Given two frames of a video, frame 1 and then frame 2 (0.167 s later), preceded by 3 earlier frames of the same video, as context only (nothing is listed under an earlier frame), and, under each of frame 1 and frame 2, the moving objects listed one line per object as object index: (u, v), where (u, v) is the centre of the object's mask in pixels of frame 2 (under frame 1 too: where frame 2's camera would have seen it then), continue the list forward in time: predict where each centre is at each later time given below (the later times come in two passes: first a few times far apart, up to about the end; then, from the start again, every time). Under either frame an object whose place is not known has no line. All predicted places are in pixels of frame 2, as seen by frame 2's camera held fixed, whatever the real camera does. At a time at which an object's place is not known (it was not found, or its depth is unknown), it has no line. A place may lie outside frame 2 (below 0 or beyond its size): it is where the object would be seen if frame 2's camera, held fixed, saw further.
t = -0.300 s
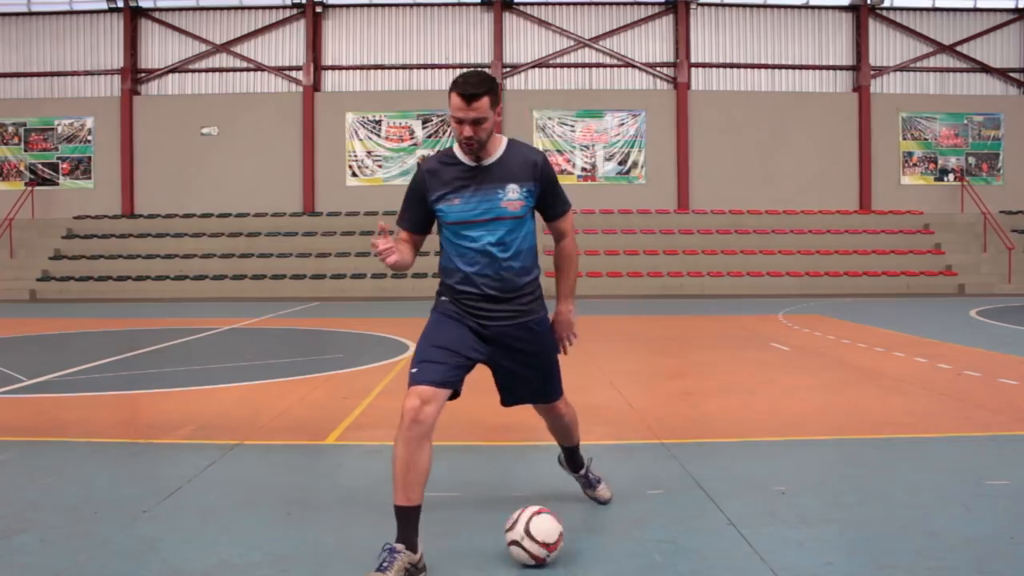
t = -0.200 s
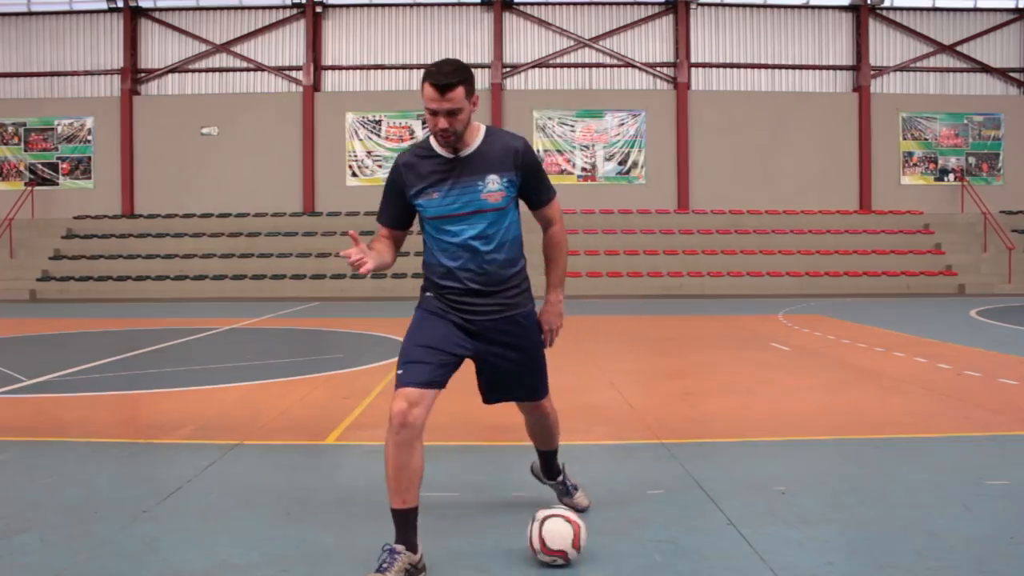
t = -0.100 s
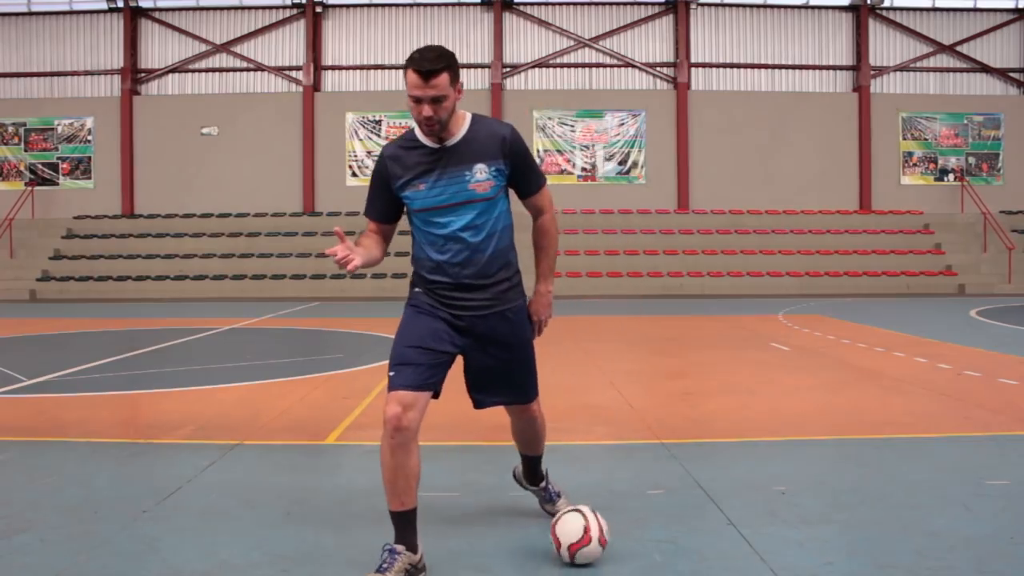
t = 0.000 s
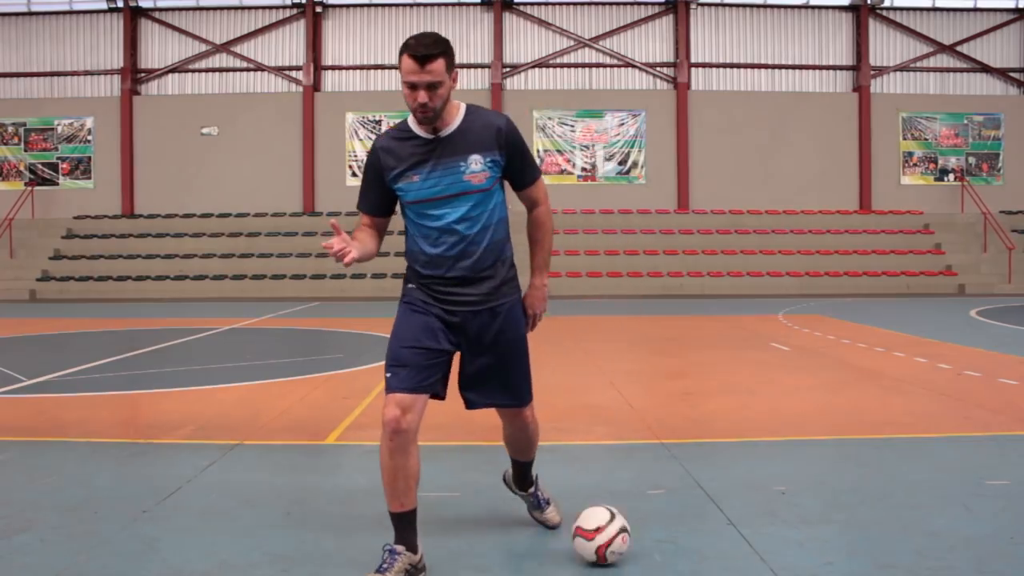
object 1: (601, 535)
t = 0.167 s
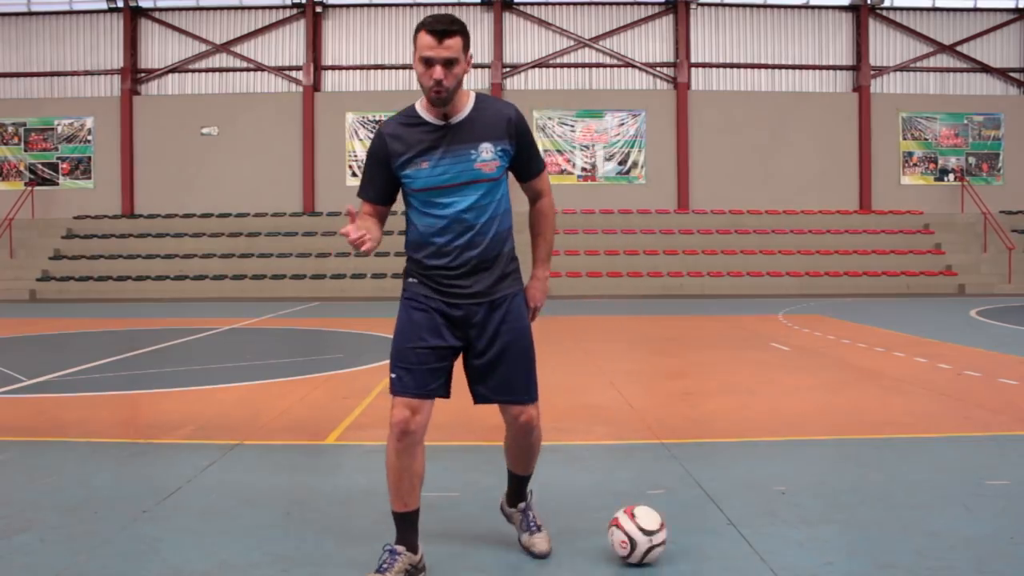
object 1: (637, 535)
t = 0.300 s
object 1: (665, 534)
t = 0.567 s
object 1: (720, 533)
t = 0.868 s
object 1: (780, 532)
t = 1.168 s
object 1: (839, 532)
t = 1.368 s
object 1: (878, 533)
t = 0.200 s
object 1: (644, 534)
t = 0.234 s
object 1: (651, 534)
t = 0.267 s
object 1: (658, 534)
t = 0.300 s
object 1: (665, 534)
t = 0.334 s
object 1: (672, 534)
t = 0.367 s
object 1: (679, 533)
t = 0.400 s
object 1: (686, 534)
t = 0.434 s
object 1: (693, 533)
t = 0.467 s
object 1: (700, 533)
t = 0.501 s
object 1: (707, 533)
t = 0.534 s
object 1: (714, 533)
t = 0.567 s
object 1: (720, 533)
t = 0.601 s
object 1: (727, 533)
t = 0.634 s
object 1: (734, 533)
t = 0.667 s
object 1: (740, 533)
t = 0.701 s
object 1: (748, 533)
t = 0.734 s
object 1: (754, 533)
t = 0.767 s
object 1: (760, 533)
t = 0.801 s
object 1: (767, 532)
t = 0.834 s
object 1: (774, 533)
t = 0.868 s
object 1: (780, 532)
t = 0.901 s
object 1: (787, 533)
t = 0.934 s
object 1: (794, 533)
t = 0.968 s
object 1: (801, 532)
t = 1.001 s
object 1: (807, 532)
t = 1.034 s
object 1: (813, 532)
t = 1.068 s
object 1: (820, 532)
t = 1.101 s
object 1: (827, 532)
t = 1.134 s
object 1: (833, 532)
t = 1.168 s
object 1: (839, 532)
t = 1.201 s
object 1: (846, 532)
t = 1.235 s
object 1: (852, 532)
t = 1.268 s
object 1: (859, 532)
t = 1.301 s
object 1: (866, 532)
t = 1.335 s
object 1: (872, 532)
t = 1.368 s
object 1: (878, 533)
